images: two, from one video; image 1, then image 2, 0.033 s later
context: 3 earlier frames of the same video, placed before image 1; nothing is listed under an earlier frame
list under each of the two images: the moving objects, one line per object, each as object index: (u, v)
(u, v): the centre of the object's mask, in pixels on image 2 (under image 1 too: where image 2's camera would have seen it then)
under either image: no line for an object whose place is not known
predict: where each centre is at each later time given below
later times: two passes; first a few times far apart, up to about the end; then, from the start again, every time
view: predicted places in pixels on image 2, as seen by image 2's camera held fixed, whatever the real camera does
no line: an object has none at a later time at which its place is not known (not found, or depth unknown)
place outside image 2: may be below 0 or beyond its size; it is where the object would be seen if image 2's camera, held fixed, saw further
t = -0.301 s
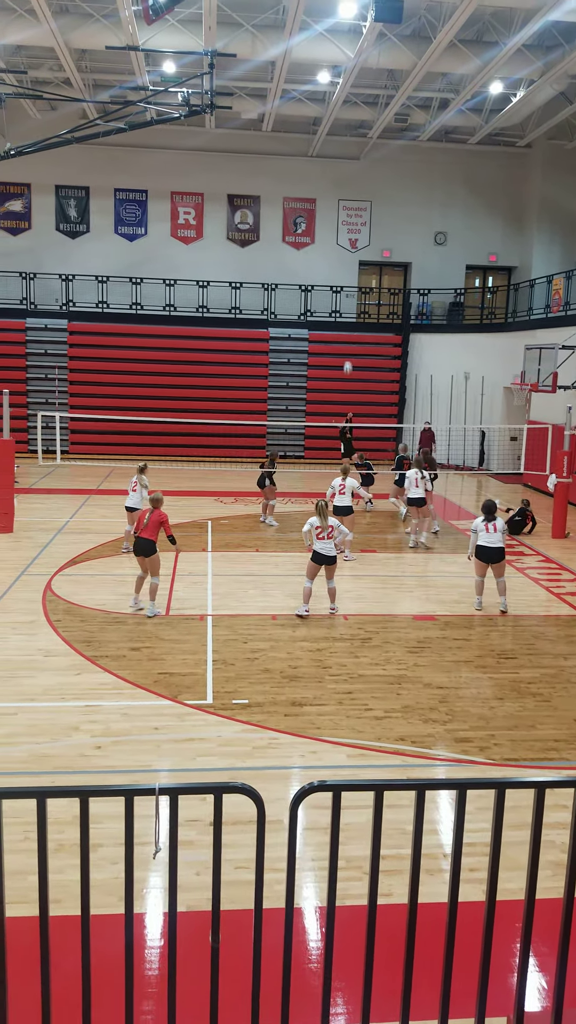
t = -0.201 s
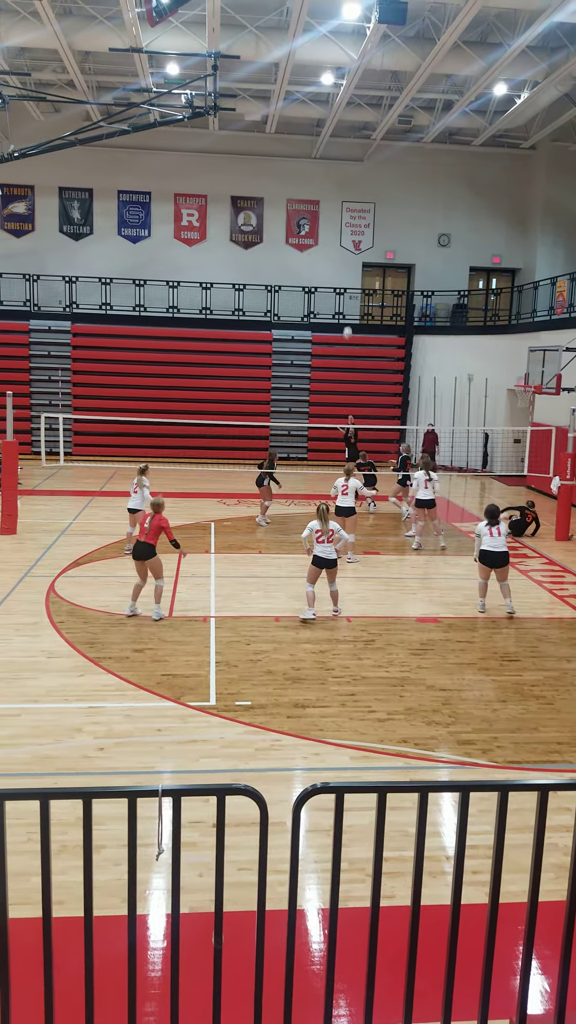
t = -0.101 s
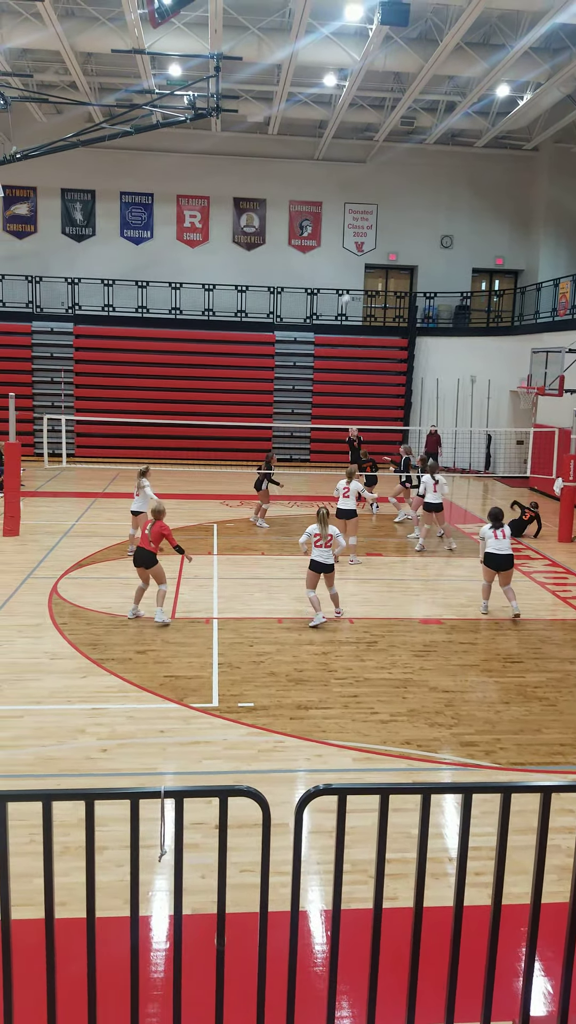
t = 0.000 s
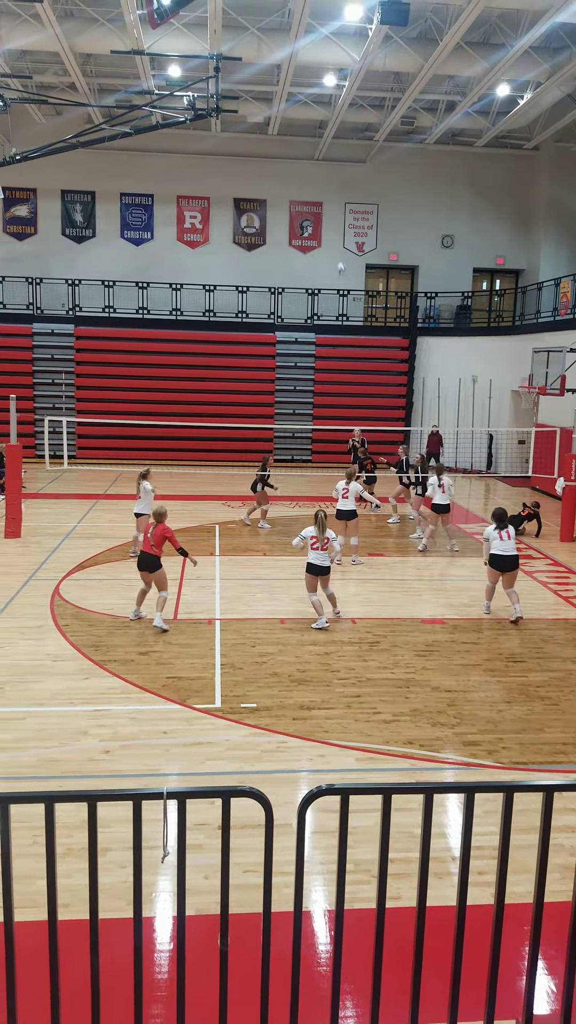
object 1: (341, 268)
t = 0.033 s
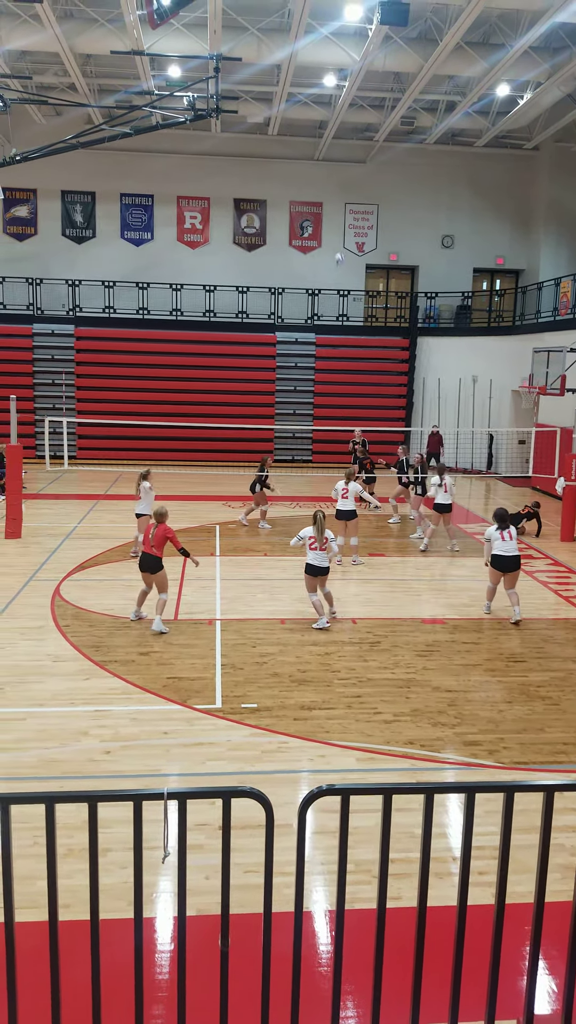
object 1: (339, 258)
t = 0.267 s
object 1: (326, 200)
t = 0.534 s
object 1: (309, 165)
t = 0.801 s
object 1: (289, 173)
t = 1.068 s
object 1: (262, 229)
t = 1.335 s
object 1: (234, 350)
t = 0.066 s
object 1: (337, 249)
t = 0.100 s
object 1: (335, 240)
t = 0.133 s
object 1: (334, 231)
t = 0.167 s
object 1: (332, 222)
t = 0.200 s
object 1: (330, 215)
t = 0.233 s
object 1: (328, 207)
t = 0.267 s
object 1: (326, 200)
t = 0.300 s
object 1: (325, 194)
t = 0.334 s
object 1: (323, 188)
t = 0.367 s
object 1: (321, 182)
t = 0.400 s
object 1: (318, 177)
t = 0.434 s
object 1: (316, 172)
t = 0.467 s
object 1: (314, 169)
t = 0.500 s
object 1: (311, 166)
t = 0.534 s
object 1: (309, 165)
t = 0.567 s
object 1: (307, 164)
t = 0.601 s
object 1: (304, 163)
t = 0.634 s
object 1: (301, 162)
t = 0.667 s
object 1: (299, 162)
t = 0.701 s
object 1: (296, 164)
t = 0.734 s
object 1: (294, 166)
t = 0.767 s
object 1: (291, 169)
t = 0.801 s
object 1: (289, 173)
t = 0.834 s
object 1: (285, 177)
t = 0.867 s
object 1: (282, 182)
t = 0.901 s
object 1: (279, 187)
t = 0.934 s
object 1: (276, 193)
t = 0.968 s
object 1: (272, 201)
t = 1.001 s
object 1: (269, 209)
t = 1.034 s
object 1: (266, 220)
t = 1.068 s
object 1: (262, 229)
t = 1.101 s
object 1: (258, 242)
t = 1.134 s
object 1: (255, 254)
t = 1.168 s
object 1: (251, 268)
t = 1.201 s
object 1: (248, 283)
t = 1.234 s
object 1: (245, 298)
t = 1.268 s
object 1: (241, 316)
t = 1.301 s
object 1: (238, 332)
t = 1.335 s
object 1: (234, 350)
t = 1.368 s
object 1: (230, 370)
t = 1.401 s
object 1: (226, 390)
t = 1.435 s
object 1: (222, 411)
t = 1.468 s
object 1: (217, 434)
